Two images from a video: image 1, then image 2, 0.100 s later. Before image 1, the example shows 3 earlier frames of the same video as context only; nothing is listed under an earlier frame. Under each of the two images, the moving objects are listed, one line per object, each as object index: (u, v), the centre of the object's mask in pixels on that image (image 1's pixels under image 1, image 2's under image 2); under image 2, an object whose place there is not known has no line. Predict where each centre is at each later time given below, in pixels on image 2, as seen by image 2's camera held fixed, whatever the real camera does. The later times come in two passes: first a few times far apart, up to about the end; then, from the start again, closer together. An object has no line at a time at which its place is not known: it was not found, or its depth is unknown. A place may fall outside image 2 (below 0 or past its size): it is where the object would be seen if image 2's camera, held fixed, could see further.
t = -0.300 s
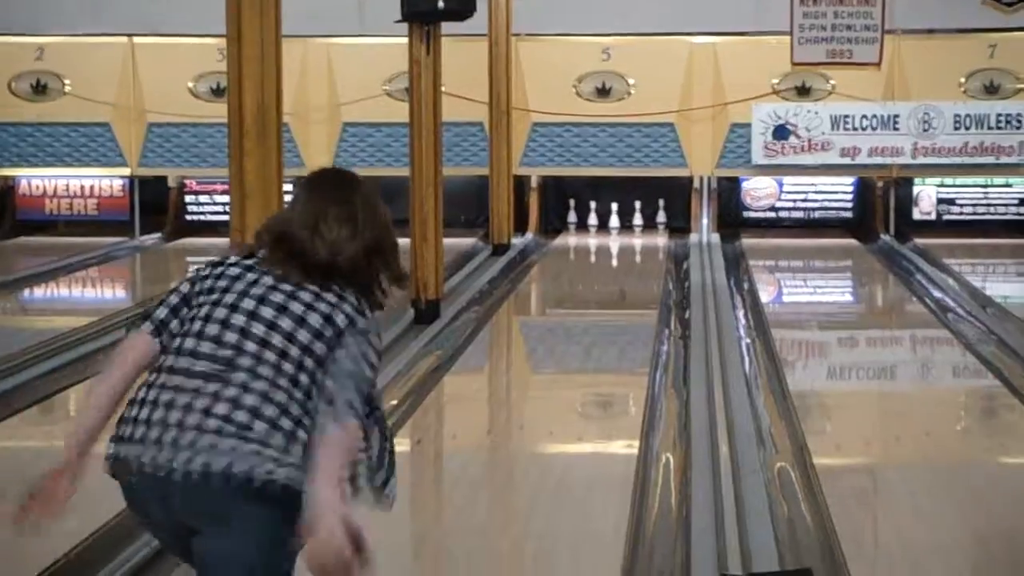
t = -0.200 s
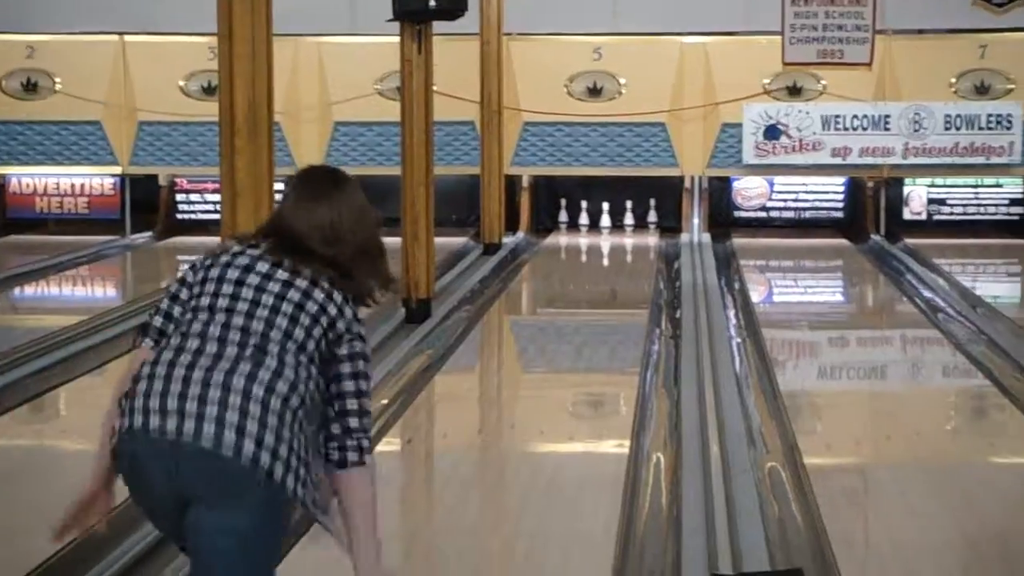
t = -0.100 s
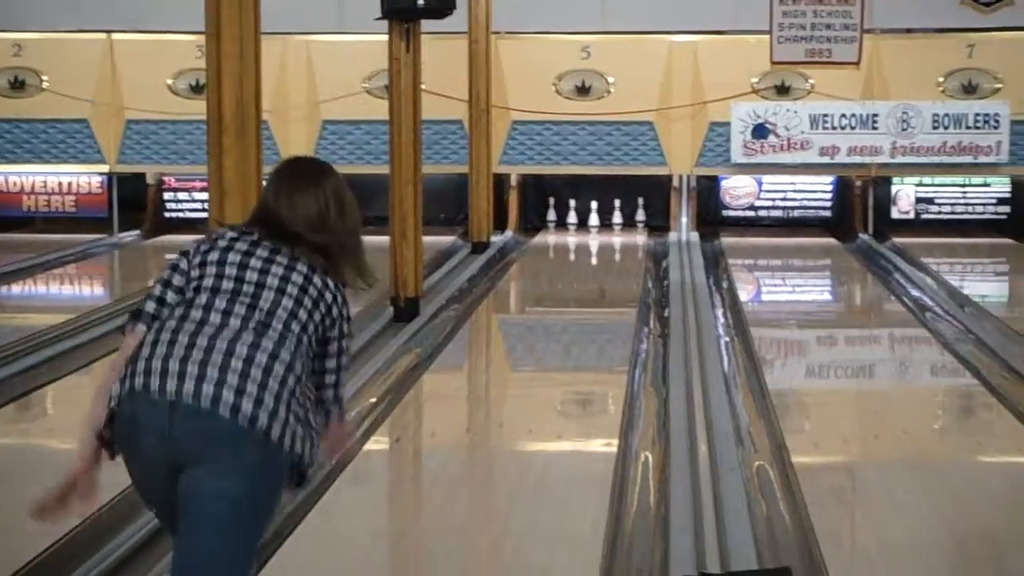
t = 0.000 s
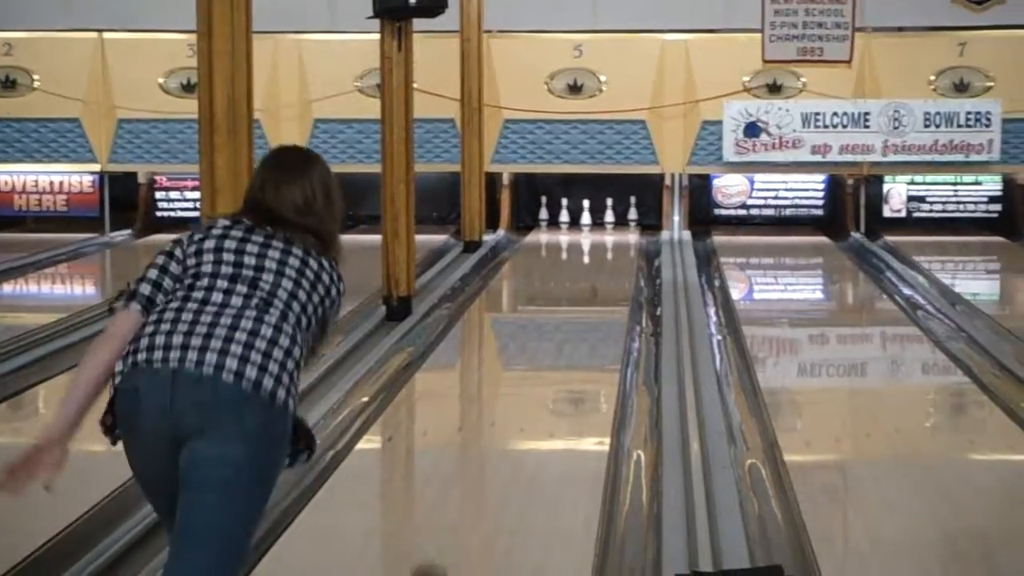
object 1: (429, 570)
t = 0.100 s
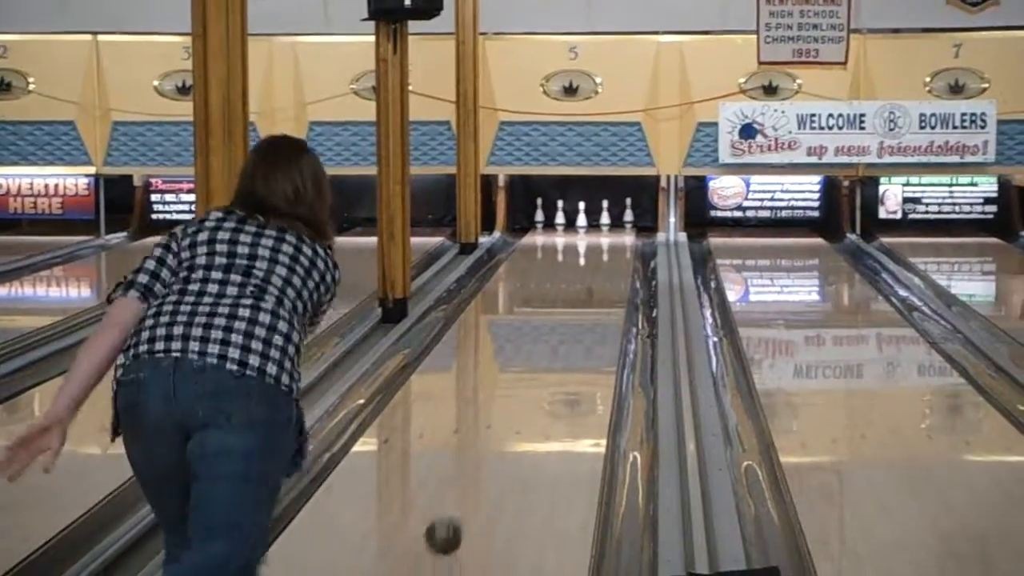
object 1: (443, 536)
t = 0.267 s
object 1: (469, 478)
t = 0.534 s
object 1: (496, 405)
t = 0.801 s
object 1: (514, 358)
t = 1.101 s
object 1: (530, 321)
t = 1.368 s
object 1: (539, 297)
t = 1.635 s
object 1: (547, 279)
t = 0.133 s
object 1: (449, 527)
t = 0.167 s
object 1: (455, 513)
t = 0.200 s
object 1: (460, 500)
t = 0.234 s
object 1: (465, 489)
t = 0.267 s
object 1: (469, 478)
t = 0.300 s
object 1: (474, 467)
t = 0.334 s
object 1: (477, 456)
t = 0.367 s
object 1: (481, 446)
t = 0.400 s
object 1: (484, 437)
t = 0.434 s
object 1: (487, 428)
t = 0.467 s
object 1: (490, 420)
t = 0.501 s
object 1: (493, 413)
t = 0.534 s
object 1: (496, 405)
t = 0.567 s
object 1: (498, 398)
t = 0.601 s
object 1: (501, 391)
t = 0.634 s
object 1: (503, 385)
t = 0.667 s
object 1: (506, 379)
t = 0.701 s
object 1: (508, 373)
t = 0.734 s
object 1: (510, 368)
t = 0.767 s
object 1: (512, 362)
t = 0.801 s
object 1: (514, 358)
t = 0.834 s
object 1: (516, 353)
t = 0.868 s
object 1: (518, 348)
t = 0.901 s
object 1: (520, 344)
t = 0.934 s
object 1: (522, 340)
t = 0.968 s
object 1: (523, 336)
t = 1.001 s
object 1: (525, 331)
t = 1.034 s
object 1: (527, 328)
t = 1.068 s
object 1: (528, 324)
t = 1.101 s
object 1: (530, 321)
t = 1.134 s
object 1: (531, 318)
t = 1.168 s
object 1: (532, 315)
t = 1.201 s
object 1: (533, 311)
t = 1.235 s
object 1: (534, 309)
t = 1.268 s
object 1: (535, 305)
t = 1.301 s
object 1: (537, 303)
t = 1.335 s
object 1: (538, 301)
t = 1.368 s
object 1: (539, 297)
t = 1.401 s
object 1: (540, 294)
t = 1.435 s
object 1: (542, 292)
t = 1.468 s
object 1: (542, 290)
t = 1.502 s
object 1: (543, 287)
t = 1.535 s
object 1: (545, 283)
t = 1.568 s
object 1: (545, 282)
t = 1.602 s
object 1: (546, 281)
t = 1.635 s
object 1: (547, 279)
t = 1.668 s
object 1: (548, 278)
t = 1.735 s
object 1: (549, 274)
